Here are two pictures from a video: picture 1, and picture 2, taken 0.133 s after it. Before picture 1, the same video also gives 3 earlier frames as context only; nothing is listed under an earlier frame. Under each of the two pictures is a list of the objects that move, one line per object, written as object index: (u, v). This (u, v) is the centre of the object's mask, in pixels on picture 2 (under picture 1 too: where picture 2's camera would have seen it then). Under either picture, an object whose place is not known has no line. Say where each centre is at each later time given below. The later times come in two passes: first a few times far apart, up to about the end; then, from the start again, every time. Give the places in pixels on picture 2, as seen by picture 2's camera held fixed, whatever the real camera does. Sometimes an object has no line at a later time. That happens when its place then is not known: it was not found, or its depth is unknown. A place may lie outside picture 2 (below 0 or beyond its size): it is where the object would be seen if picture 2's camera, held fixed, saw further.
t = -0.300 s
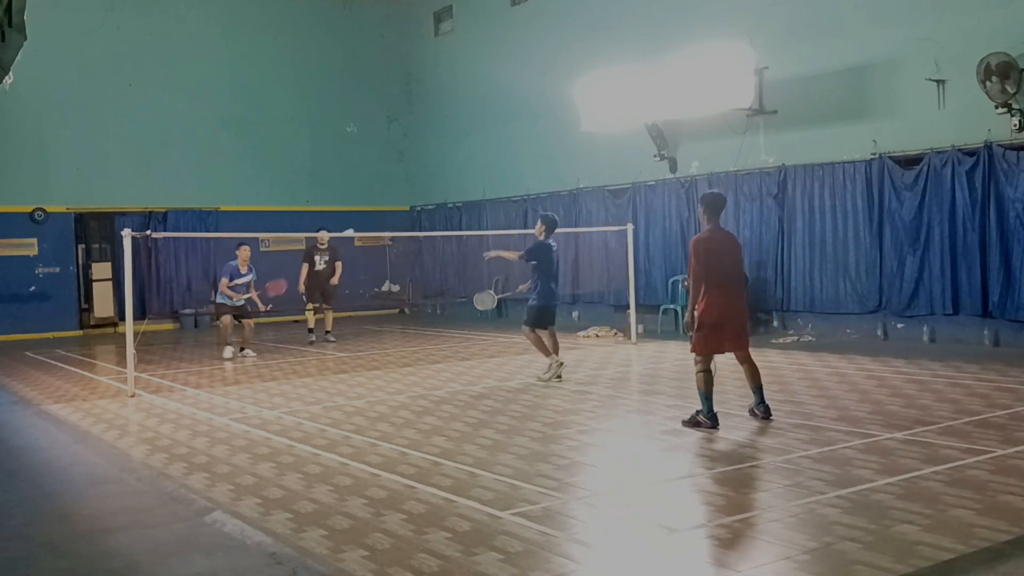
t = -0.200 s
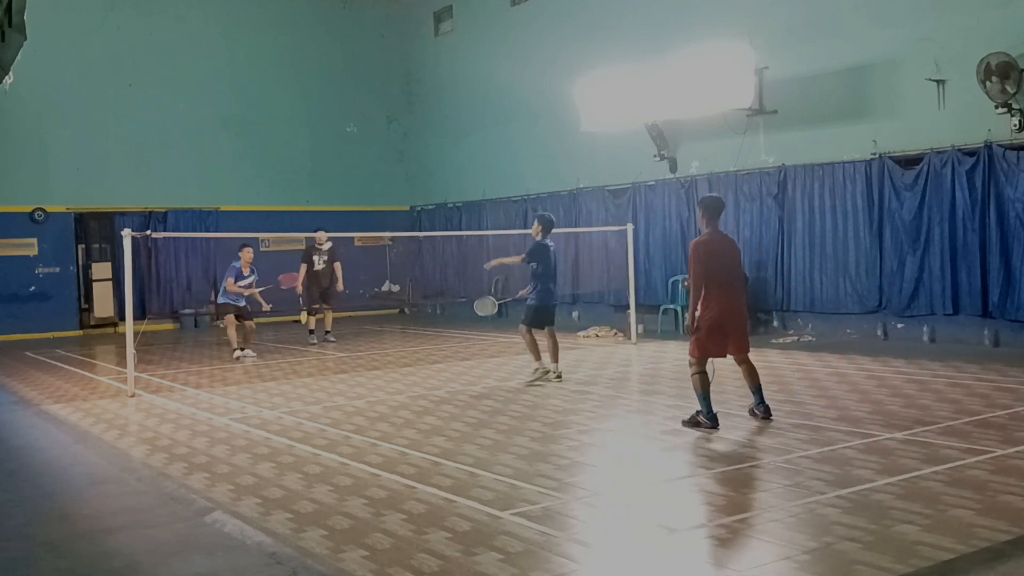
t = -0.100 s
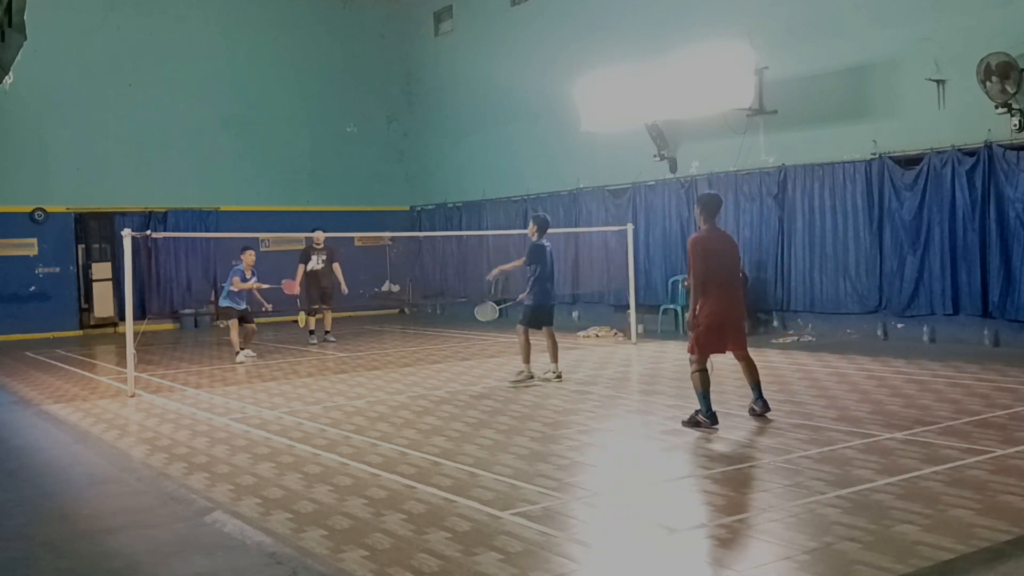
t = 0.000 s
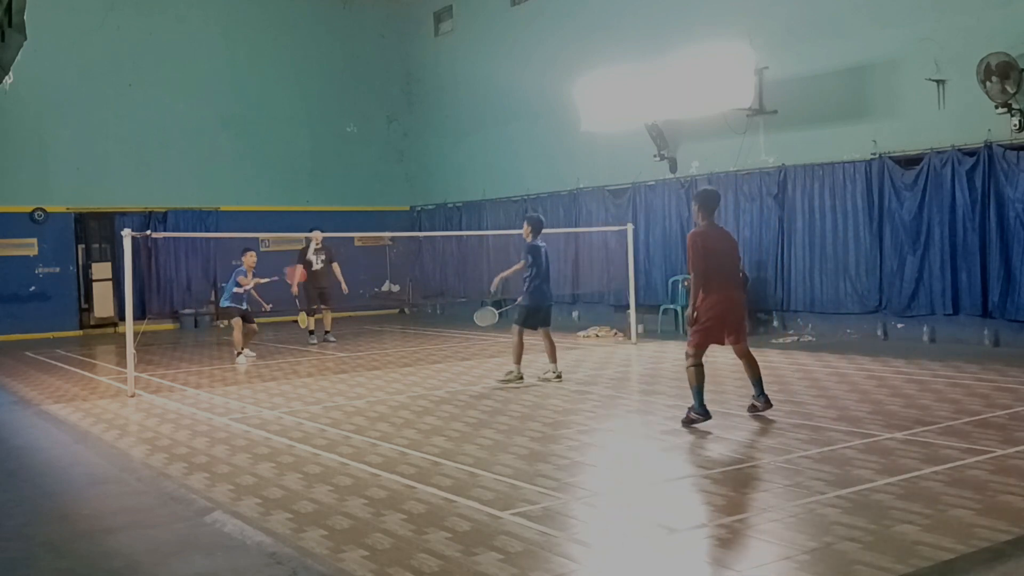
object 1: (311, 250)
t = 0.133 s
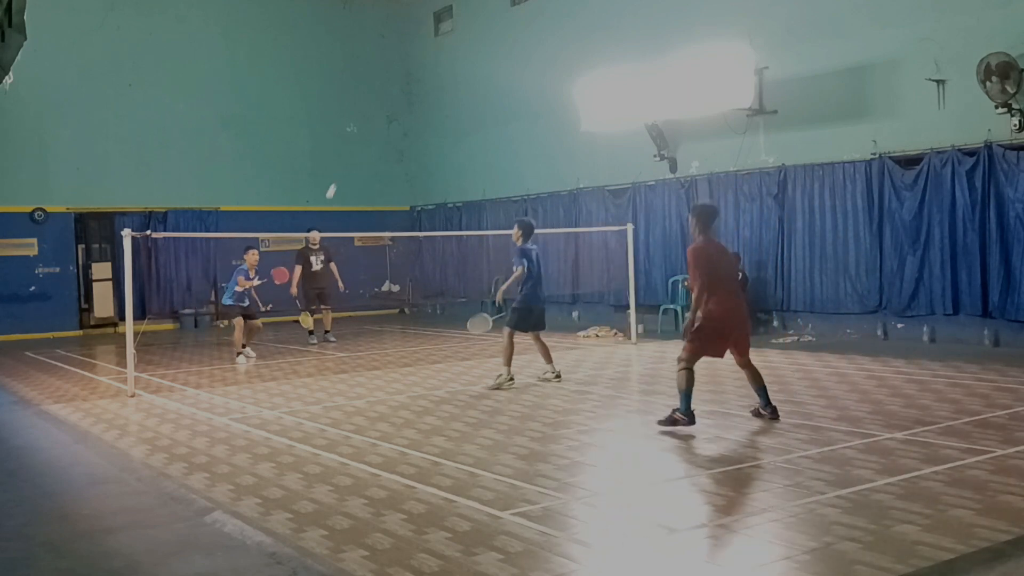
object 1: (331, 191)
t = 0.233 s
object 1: (345, 162)
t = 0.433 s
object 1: (369, 136)
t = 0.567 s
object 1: (386, 145)
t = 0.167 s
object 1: (336, 181)
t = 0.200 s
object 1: (341, 171)
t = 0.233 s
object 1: (345, 162)
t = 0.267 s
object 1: (350, 155)
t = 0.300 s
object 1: (354, 148)
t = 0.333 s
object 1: (358, 143)
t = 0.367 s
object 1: (362, 140)
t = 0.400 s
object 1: (366, 138)
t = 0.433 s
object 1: (369, 136)
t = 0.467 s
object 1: (373, 137)
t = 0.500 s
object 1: (378, 138)
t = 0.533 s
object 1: (382, 141)
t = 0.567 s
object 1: (386, 145)
